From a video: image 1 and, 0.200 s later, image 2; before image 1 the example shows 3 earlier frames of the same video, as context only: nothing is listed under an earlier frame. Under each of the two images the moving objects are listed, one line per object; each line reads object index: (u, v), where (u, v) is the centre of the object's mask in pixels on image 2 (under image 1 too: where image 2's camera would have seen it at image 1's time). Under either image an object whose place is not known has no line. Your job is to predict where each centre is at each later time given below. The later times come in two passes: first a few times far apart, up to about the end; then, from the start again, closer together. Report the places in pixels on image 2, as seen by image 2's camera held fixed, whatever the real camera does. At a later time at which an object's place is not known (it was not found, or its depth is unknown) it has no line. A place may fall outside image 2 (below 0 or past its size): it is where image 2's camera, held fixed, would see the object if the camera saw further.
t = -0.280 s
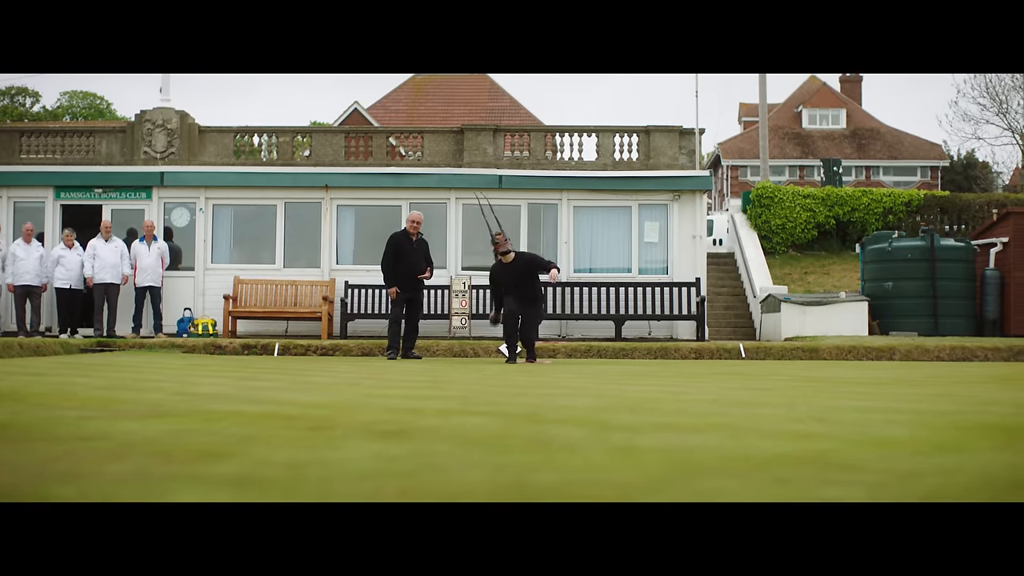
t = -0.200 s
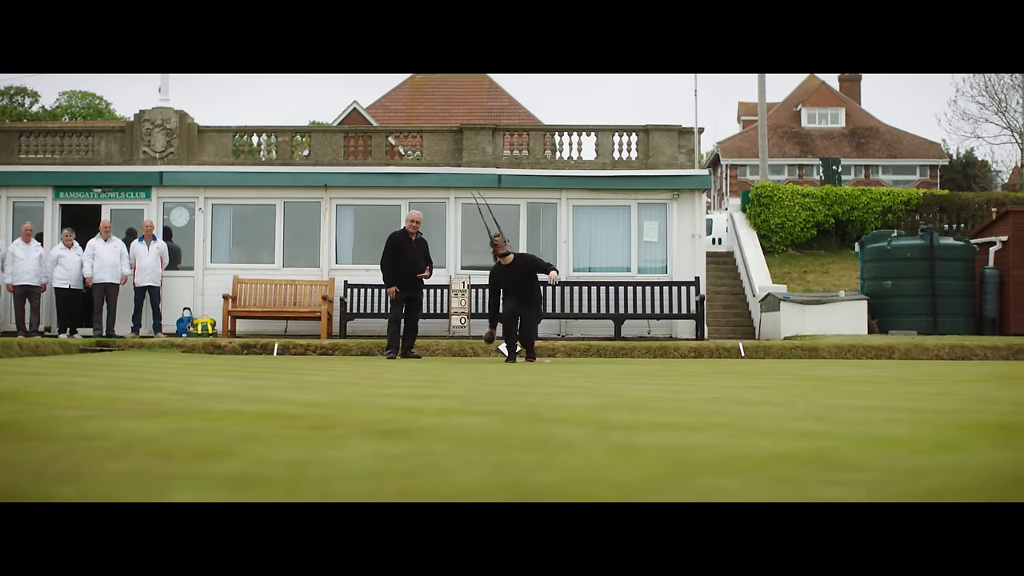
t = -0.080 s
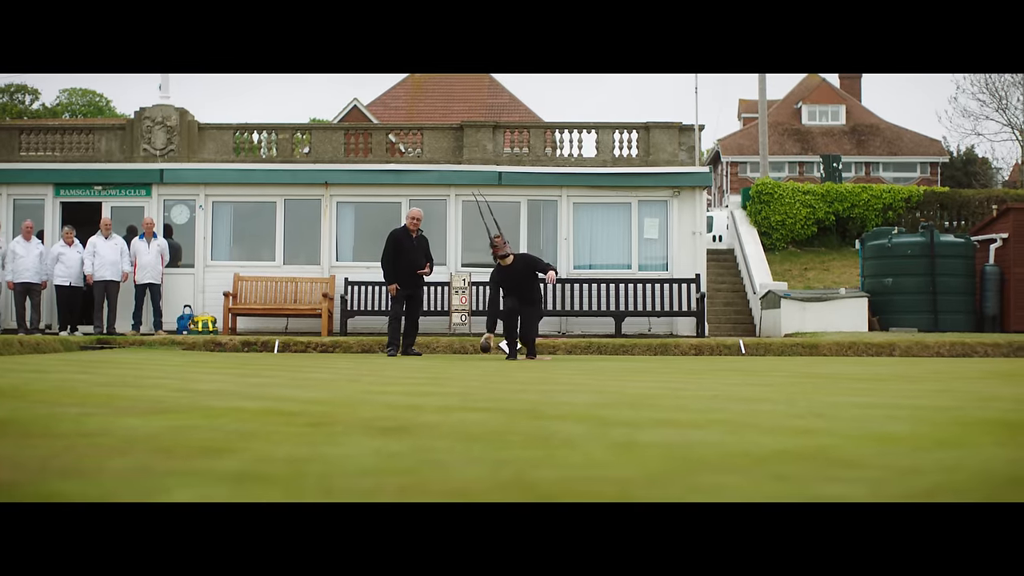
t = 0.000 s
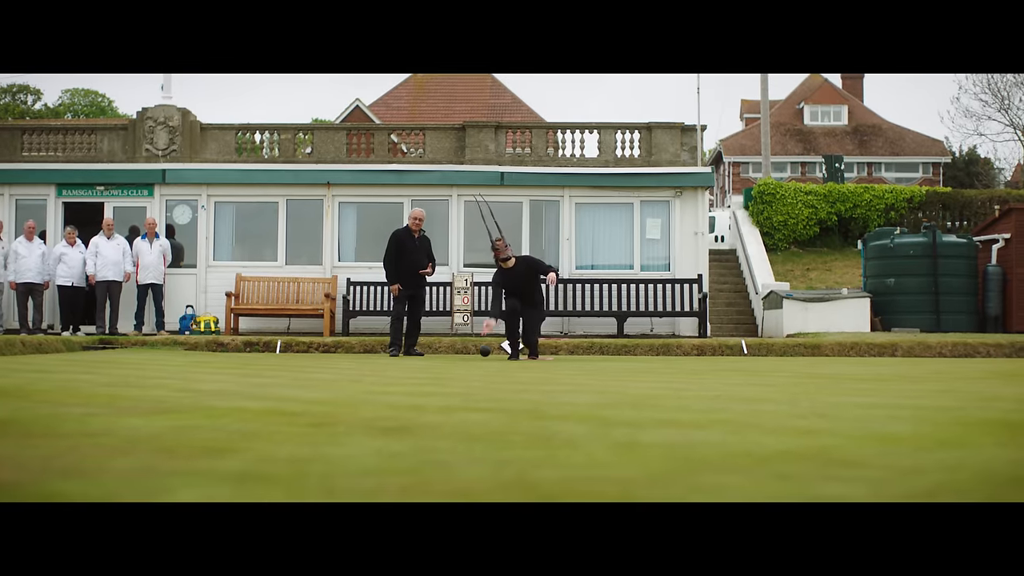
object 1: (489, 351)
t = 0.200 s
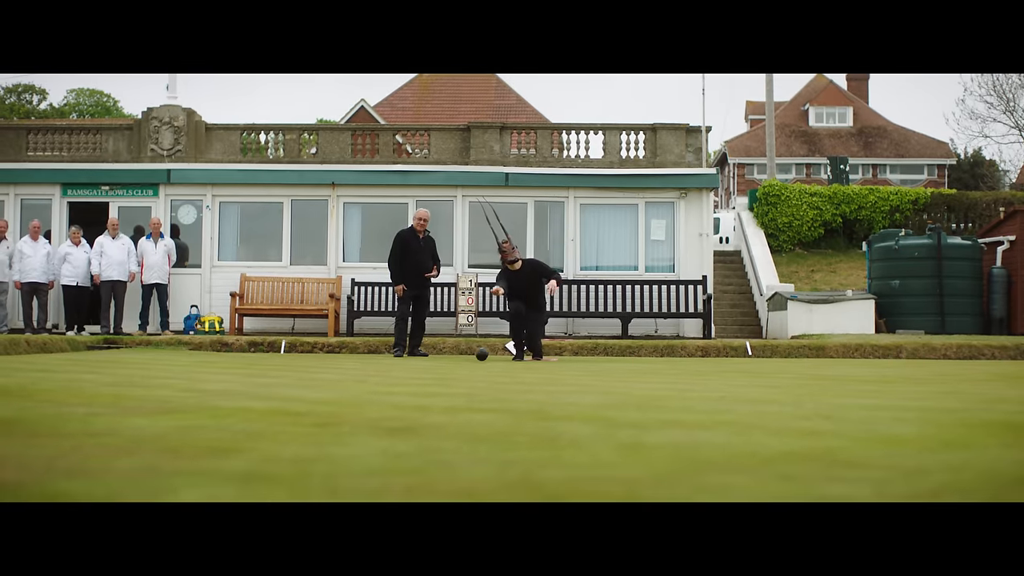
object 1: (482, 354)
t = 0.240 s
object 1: (480, 357)
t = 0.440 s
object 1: (472, 357)
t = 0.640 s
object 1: (462, 359)
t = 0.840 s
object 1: (453, 361)
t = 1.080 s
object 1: (442, 363)
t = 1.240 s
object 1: (435, 364)
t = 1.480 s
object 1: (423, 367)
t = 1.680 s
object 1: (412, 369)
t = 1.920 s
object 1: (399, 372)
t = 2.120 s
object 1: (388, 376)
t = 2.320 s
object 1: (375, 379)
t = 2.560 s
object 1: (359, 385)
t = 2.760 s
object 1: (346, 390)
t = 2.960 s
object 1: (330, 396)
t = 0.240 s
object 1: (480, 357)
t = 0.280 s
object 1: (479, 356)
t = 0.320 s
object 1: (477, 356)
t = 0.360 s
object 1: (476, 358)
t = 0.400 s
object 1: (474, 357)
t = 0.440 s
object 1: (472, 357)
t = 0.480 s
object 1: (470, 359)
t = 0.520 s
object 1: (468, 358)
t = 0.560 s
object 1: (466, 358)
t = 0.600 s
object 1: (465, 359)
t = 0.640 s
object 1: (462, 359)
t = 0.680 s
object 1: (461, 360)
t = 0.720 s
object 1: (459, 360)
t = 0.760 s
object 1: (457, 360)
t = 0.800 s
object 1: (455, 360)
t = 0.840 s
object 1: (453, 361)
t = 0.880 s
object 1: (451, 361)
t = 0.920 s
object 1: (450, 361)
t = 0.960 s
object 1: (448, 362)
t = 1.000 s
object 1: (446, 362)
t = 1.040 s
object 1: (444, 362)
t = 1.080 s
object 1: (442, 363)
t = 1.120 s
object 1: (440, 363)
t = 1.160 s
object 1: (438, 364)
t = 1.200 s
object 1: (436, 364)
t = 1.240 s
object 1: (435, 364)
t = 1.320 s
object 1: (431, 366)
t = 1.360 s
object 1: (429, 365)
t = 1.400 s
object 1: (427, 366)
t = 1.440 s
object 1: (425, 366)
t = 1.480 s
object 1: (423, 367)
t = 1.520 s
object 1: (420, 367)
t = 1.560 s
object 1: (418, 368)
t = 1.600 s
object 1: (416, 368)
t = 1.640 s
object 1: (414, 369)
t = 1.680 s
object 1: (412, 369)
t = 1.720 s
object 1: (410, 370)
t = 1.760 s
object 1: (408, 370)
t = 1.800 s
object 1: (406, 371)
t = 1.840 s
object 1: (404, 371)
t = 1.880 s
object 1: (402, 372)
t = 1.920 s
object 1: (399, 372)
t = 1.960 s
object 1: (397, 373)
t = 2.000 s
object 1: (395, 373)
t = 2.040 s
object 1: (392, 375)
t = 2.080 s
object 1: (390, 375)
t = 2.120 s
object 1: (388, 376)
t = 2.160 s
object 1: (385, 376)
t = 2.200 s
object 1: (383, 378)
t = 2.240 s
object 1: (381, 377)
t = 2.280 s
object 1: (378, 379)
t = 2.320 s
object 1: (375, 379)
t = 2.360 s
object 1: (373, 379)
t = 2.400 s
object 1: (370, 381)
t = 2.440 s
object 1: (367, 381)
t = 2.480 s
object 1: (365, 383)
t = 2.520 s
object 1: (362, 384)
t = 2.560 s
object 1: (359, 385)
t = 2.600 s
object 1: (357, 386)
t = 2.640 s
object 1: (354, 387)
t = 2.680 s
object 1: (352, 388)
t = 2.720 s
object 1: (349, 390)
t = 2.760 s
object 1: (346, 390)
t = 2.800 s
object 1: (343, 392)
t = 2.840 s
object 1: (340, 393)
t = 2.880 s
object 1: (337, 393)
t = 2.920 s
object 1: (334, 395)
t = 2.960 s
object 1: (330, 396)
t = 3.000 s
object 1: (327, 398)
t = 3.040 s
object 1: (324, 399)
